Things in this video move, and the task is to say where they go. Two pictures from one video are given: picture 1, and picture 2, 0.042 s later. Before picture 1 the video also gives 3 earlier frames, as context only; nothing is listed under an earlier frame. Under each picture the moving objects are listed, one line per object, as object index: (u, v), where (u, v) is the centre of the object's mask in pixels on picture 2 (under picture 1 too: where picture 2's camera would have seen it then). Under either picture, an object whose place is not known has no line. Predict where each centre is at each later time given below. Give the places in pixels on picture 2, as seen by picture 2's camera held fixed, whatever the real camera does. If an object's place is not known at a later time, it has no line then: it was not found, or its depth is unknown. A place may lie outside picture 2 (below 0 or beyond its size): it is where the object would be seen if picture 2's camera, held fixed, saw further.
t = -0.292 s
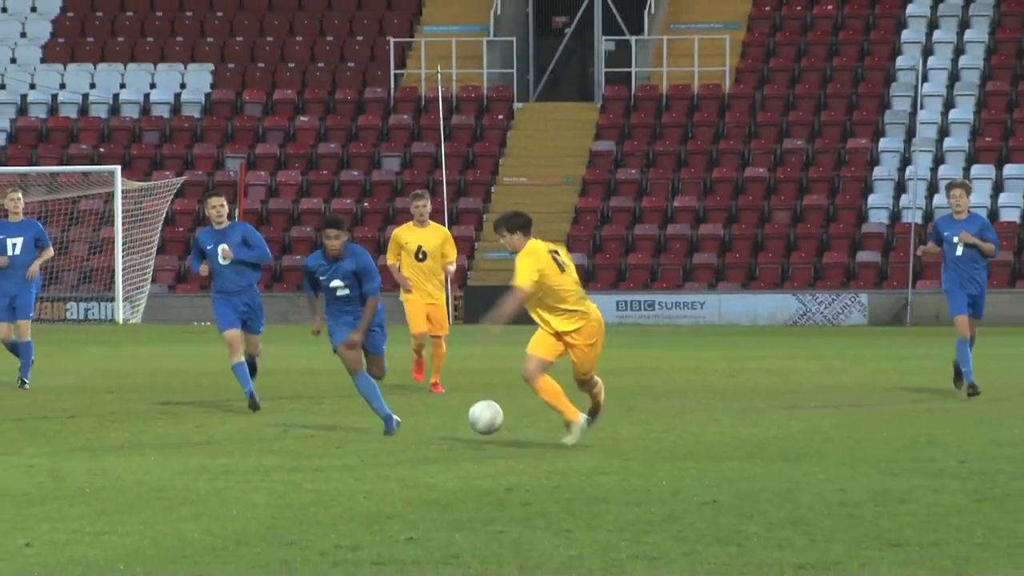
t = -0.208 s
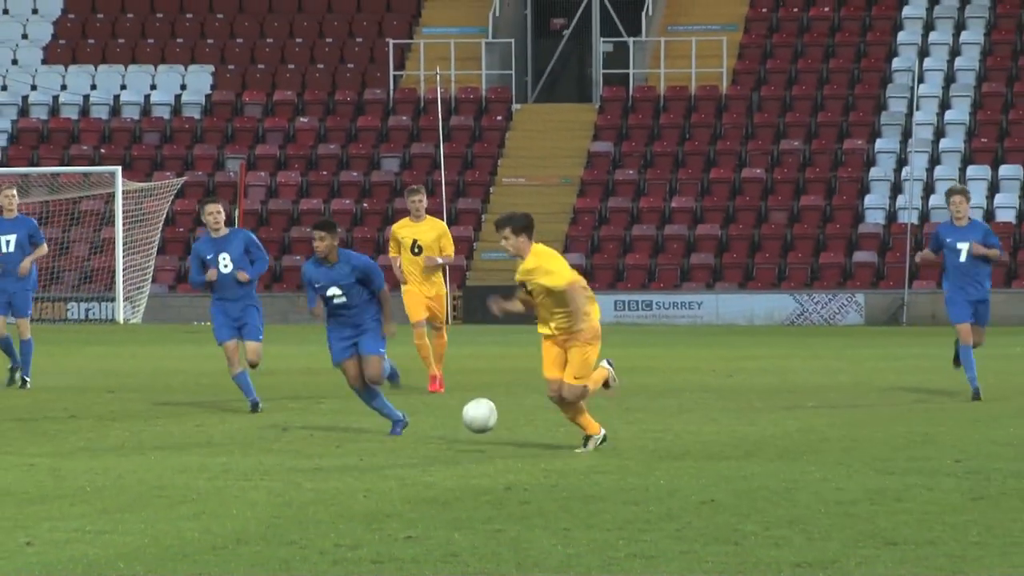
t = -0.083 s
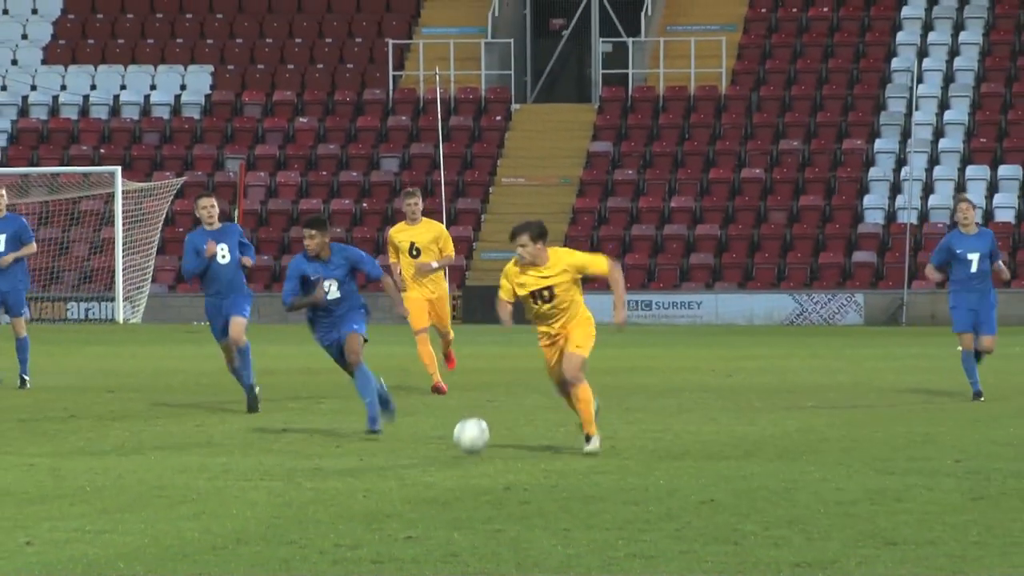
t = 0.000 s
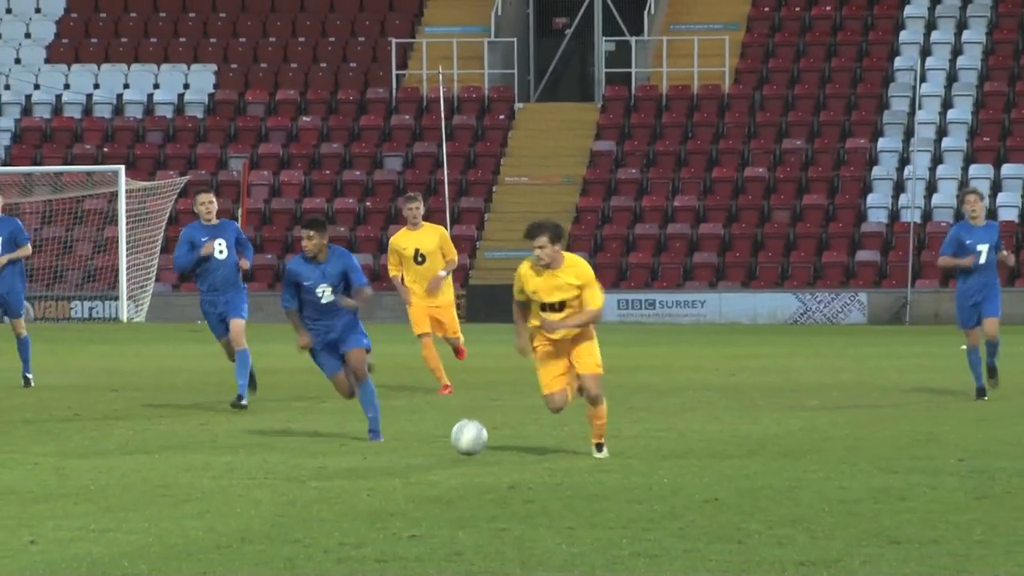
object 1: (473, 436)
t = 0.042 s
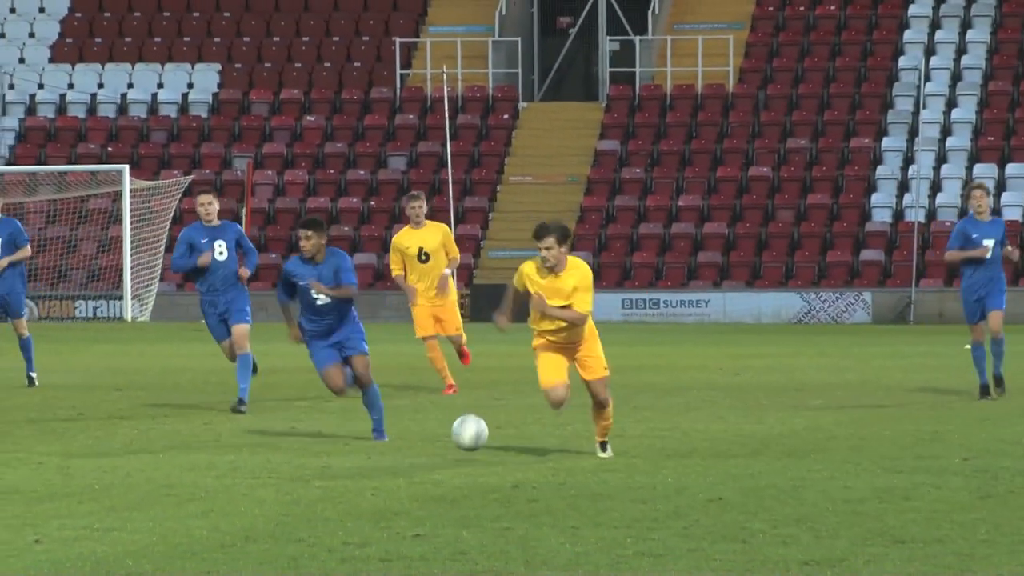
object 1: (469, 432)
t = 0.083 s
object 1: (466, 432)
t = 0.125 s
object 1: (462, 433)
